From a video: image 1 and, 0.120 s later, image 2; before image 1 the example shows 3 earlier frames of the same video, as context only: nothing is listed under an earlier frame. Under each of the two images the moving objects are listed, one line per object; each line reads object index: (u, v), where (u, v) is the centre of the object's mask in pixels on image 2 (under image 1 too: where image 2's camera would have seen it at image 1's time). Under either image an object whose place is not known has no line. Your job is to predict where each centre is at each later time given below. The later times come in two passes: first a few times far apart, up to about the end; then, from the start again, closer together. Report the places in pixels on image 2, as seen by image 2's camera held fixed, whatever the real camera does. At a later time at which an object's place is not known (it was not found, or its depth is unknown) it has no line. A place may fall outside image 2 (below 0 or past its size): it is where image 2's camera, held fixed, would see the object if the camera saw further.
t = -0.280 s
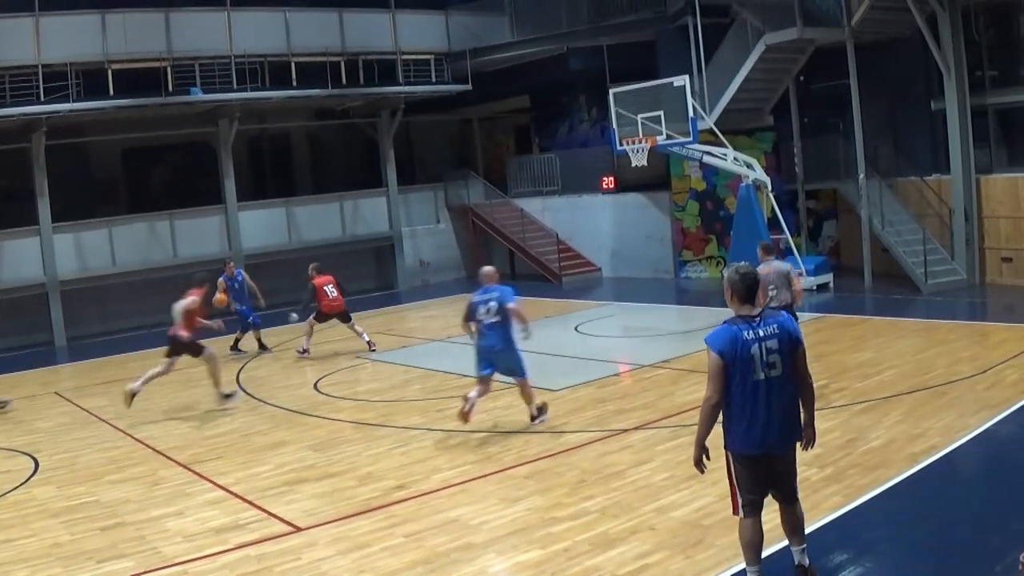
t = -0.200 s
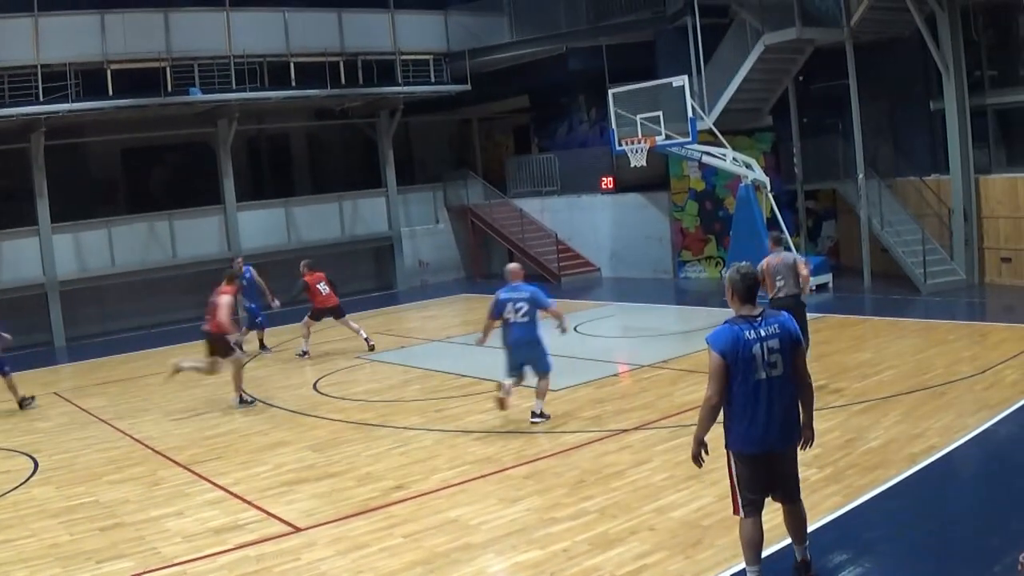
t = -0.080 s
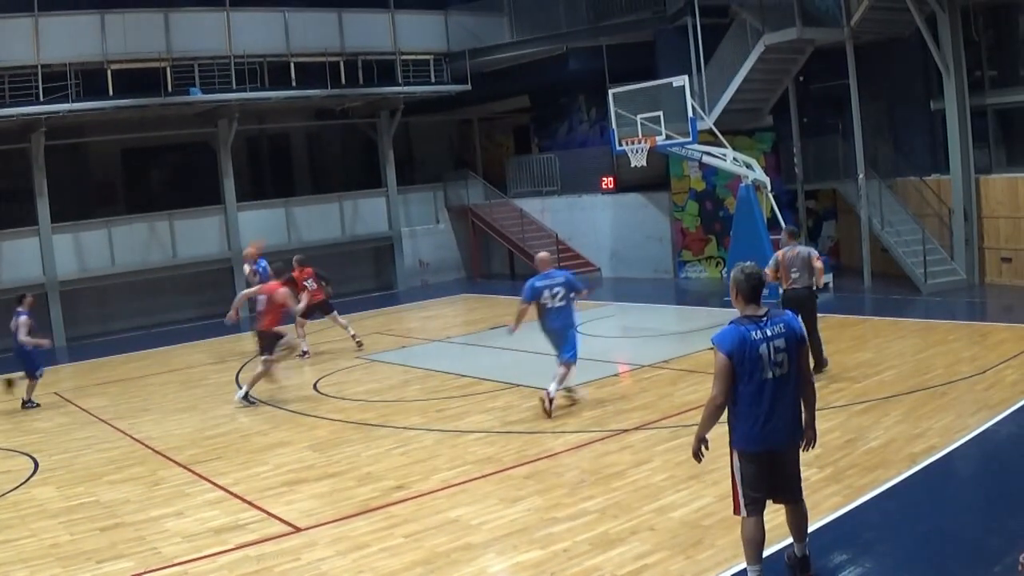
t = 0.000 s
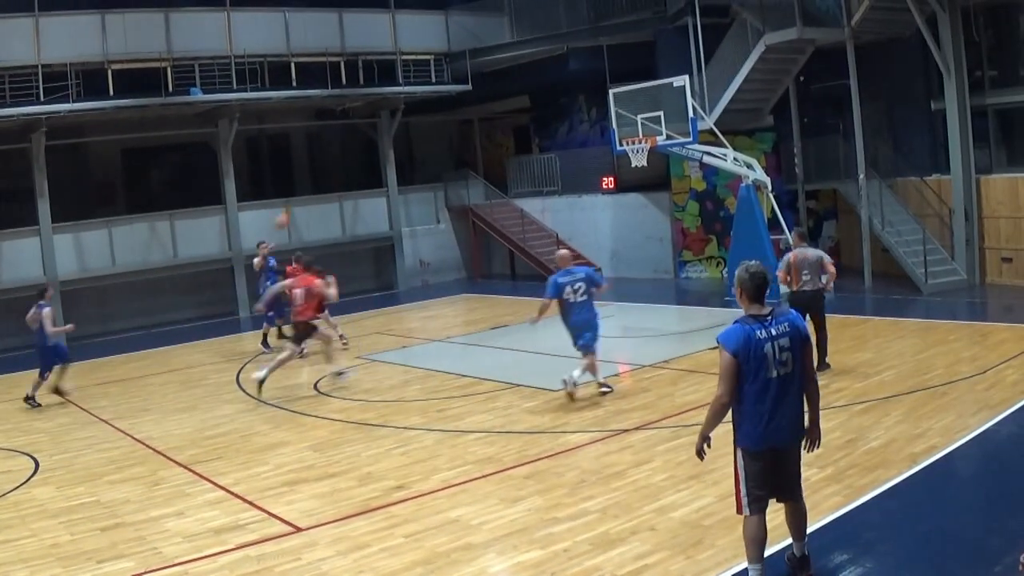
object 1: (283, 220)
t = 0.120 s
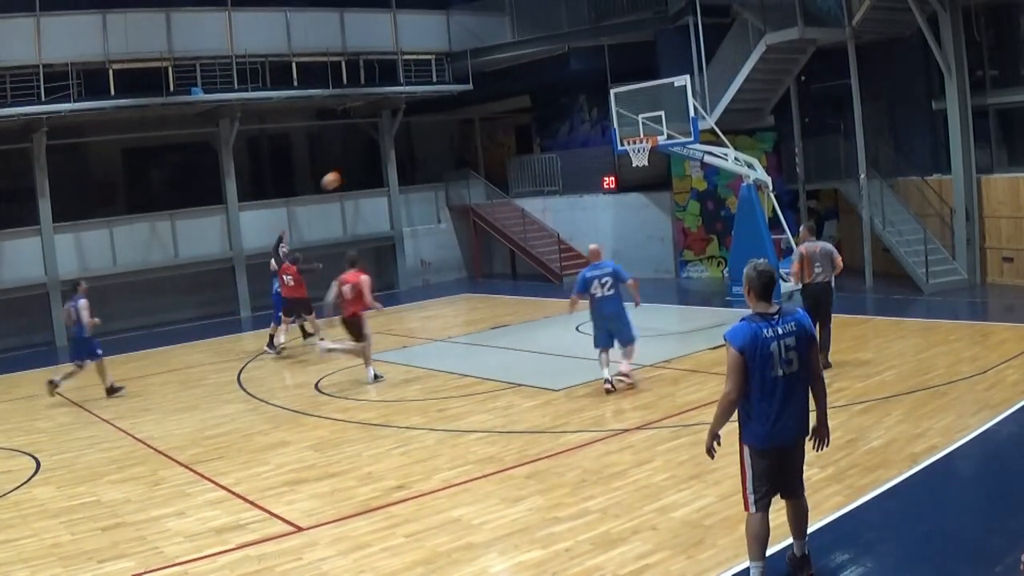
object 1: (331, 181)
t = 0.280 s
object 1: (400, 137)
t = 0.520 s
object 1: (512, 99)
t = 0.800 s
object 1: (651, 101)
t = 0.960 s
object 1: (734, 126)
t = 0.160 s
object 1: (347, 169)
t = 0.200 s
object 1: (365, 157)
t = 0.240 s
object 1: (382, 147)
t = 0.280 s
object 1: (400, 137)
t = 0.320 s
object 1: (418, 128)
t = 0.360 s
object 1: (437, 120)
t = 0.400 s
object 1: (455, 114)
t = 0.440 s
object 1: (475, 108)
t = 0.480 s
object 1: (493, 103)
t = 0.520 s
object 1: (512, 99)
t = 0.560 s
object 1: (531, 96)
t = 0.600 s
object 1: (551, 94)
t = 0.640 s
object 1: (571, 94)
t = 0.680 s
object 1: (591, 94)
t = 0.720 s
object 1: (610, 95)
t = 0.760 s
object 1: (632, 97)
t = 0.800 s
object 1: (651, 101)
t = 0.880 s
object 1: (692, 110)
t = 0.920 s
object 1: (714, 117)
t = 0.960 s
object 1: (734, 126)
